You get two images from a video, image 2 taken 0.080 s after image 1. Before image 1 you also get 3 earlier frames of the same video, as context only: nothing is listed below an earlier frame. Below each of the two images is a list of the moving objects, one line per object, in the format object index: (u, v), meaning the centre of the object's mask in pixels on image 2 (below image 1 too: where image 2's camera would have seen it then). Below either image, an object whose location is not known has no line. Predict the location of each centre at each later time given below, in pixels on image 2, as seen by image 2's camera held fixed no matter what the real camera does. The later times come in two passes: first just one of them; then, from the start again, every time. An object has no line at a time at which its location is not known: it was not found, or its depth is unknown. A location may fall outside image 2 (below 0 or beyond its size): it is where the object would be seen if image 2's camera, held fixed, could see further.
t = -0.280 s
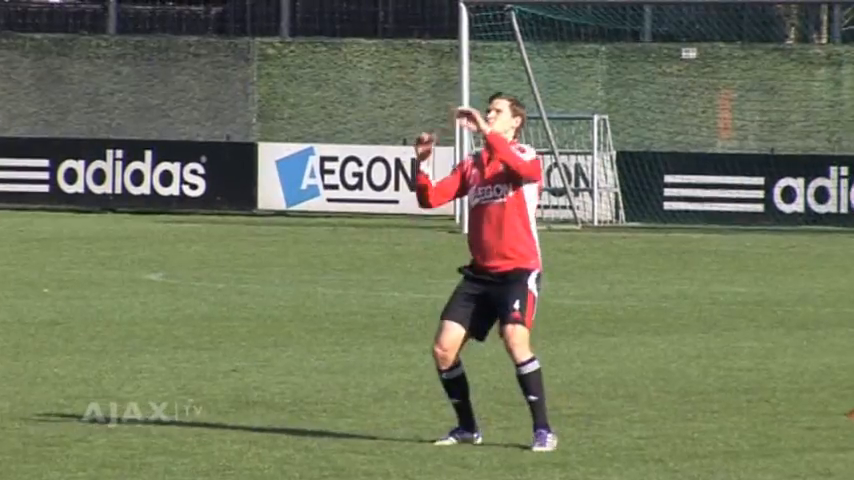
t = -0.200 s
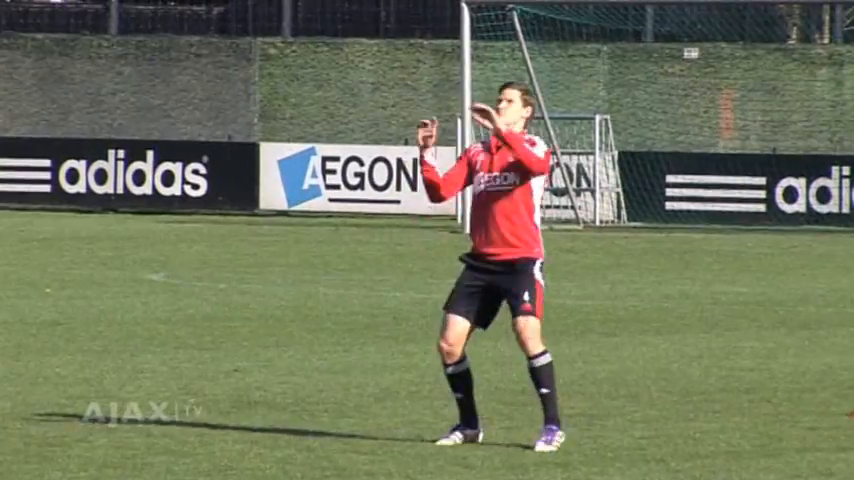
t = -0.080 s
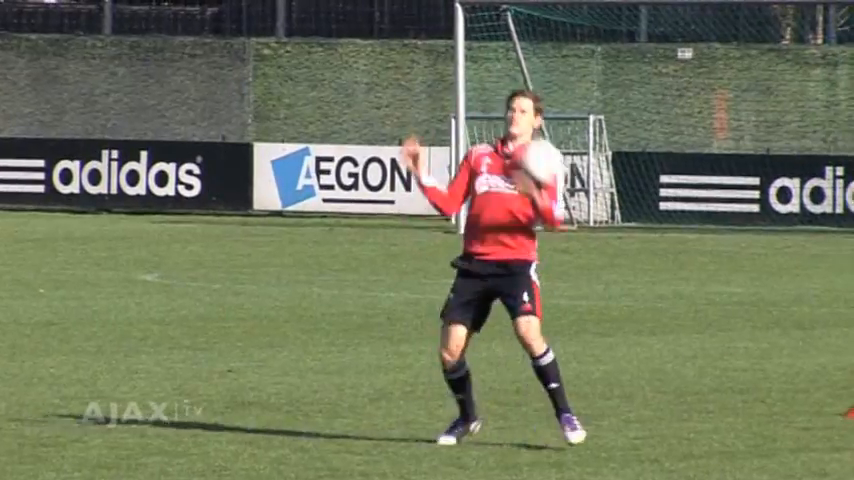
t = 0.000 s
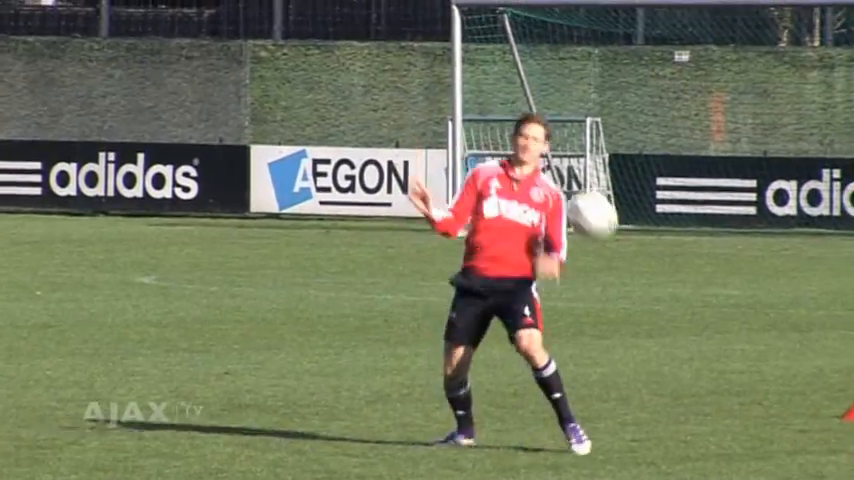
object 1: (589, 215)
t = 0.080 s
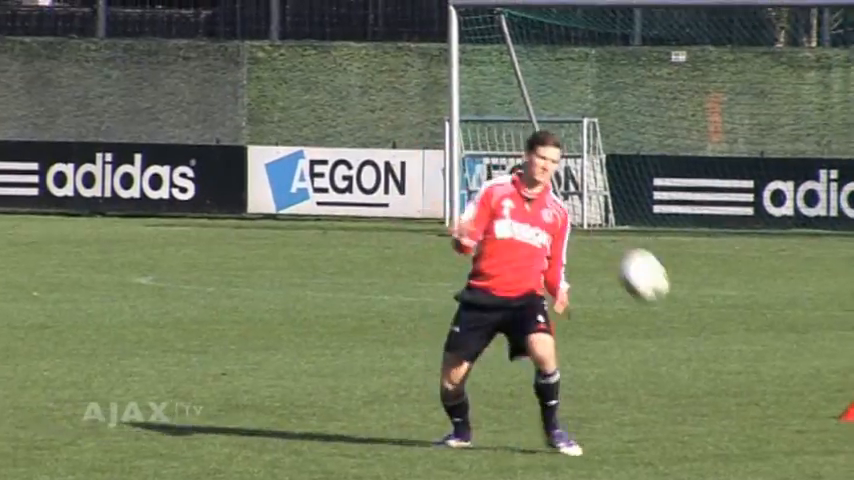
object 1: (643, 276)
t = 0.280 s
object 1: (771, 432)
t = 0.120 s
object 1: (670, 311)
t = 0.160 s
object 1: (698, 350)
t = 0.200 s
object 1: (726, 392)
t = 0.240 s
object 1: (753, 436)
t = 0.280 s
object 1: (771, 432)
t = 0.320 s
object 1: (781, 407)
